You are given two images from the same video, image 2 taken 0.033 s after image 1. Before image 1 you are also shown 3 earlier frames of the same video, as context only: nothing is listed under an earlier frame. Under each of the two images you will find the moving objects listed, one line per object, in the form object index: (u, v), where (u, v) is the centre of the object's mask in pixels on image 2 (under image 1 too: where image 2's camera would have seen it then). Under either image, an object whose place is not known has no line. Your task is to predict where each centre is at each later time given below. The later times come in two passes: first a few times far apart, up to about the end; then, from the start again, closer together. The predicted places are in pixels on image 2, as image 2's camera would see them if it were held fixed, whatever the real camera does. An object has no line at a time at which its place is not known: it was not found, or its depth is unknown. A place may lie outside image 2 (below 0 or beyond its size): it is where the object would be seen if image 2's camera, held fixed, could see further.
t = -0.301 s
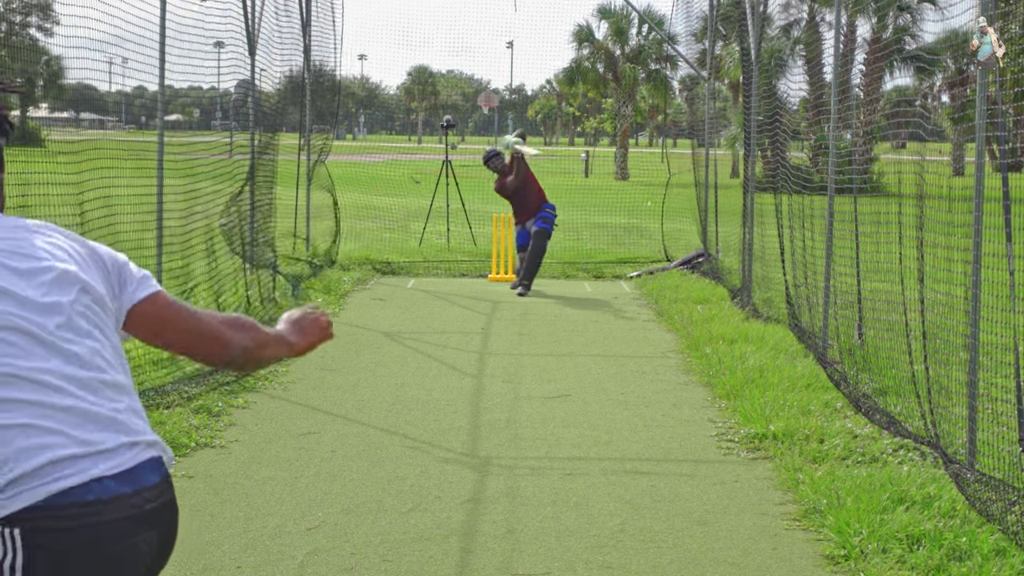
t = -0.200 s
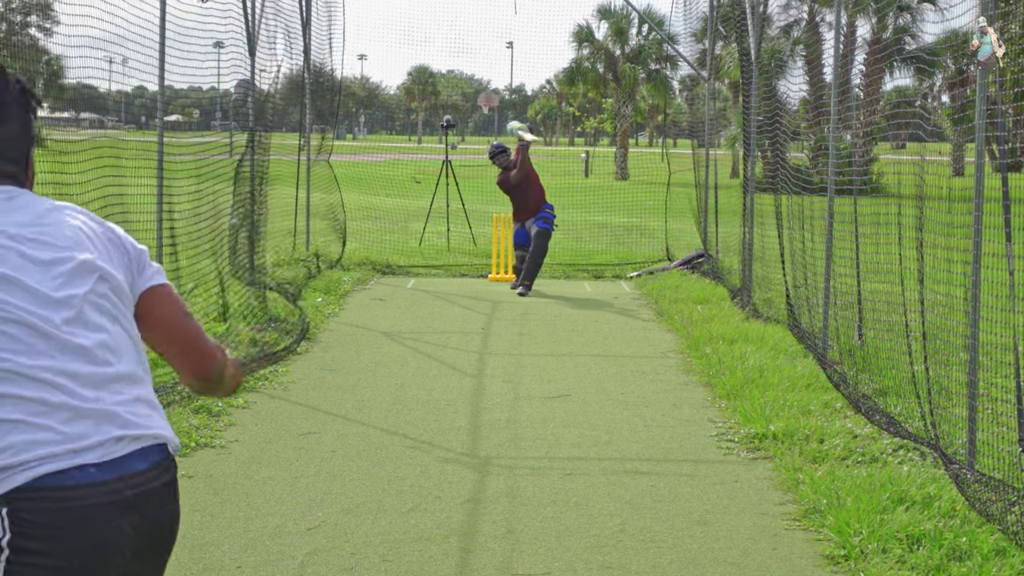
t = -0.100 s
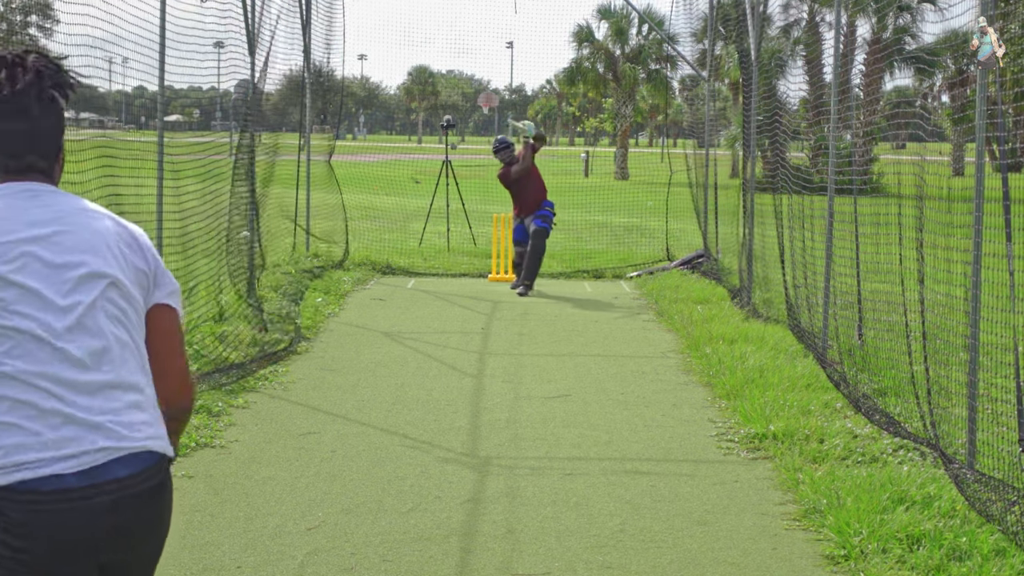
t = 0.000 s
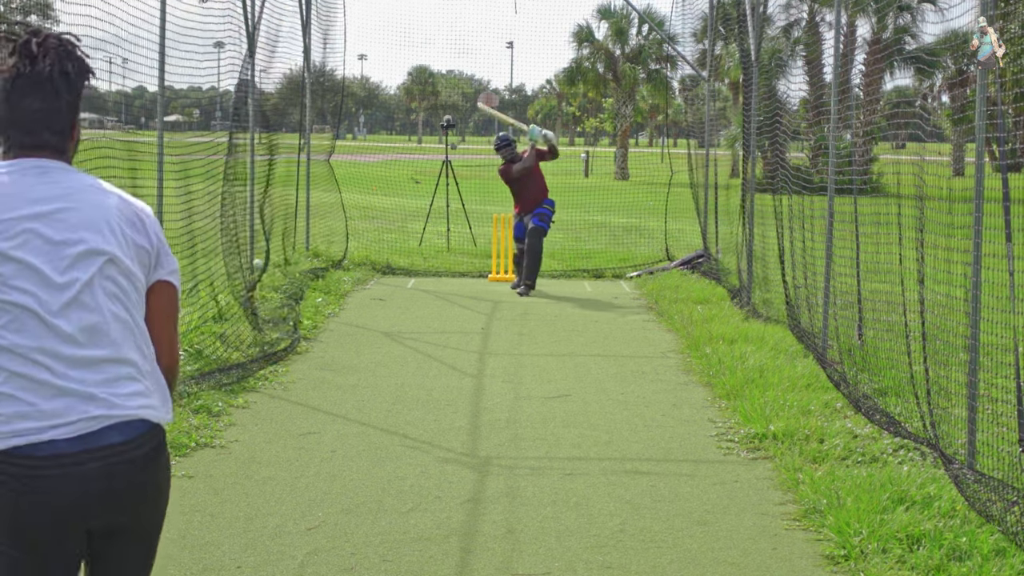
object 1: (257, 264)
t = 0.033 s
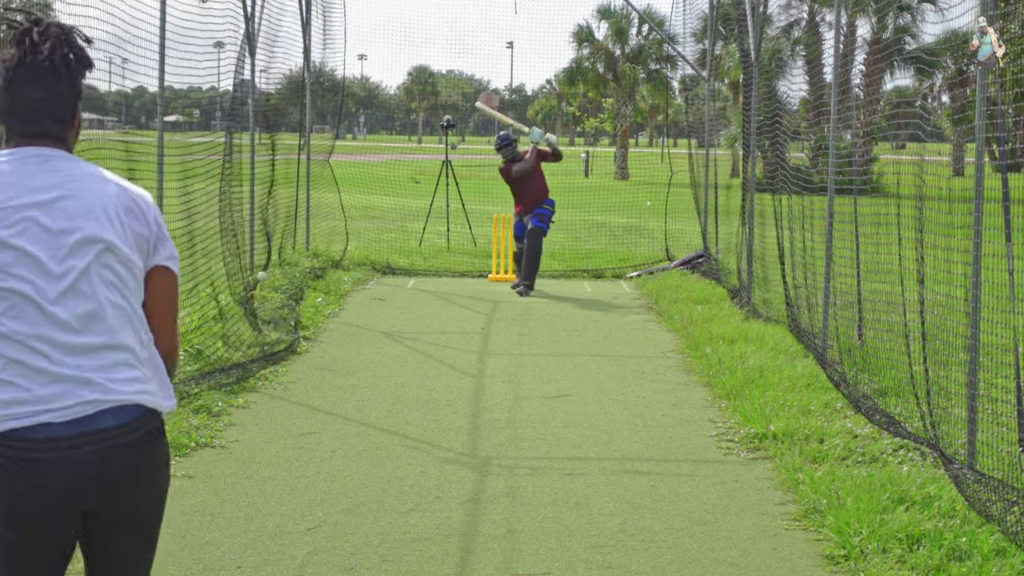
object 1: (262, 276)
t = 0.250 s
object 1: (286, 349)
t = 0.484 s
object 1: (305, 374)
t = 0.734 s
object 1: (326, 390)
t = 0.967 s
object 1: (349, 413)
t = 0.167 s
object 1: (278, 345)
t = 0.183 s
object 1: (283, 354)
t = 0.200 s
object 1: (283, 353)
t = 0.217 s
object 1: (284, 352)
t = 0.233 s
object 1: (285, 350)
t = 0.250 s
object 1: (286, 349)
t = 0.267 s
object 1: (287, 349)
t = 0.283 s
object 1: (289, 348)
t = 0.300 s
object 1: (290, 348)
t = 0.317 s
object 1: (291, 349)
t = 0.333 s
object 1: (292, 349)
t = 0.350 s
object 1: (293, 350)
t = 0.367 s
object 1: (294, 352)
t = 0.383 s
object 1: (296, 354)
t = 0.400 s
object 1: (298, 358)
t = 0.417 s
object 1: (299, 362)
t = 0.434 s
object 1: (300, 365)
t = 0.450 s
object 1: (301, 370)
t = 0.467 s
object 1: (304, 374)
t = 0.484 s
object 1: (305, 374)
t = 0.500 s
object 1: (306, 374)
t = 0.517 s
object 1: (305, 374)
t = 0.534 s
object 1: (307, 374)
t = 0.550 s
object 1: (308, 374)
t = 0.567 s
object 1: (311, 375)
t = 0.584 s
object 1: (312, 377)
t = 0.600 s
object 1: (313, 379)
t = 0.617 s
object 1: (315, 382)
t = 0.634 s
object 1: (317, 384)
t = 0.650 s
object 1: (318, 388)
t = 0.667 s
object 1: (320, 388)
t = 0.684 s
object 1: (321, 388)
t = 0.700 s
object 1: (322, 388)
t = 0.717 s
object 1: (324, 388)
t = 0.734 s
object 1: (326, 390)
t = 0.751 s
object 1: (327, 391)
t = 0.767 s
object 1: (329, 393)
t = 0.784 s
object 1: (331, 395)
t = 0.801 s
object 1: (332, 399)
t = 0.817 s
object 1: (334, 401)
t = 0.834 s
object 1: (336, 400)
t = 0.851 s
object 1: (338, 400)
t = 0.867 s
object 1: (339, 401)
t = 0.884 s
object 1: (341, 401)
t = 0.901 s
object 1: (343, 403)
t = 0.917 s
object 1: (344, 405)
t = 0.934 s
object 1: (346, 408)
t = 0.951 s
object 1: (348, 411)
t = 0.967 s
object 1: (349, 413)
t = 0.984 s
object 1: (350, 414)
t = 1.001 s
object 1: (352, 415)
